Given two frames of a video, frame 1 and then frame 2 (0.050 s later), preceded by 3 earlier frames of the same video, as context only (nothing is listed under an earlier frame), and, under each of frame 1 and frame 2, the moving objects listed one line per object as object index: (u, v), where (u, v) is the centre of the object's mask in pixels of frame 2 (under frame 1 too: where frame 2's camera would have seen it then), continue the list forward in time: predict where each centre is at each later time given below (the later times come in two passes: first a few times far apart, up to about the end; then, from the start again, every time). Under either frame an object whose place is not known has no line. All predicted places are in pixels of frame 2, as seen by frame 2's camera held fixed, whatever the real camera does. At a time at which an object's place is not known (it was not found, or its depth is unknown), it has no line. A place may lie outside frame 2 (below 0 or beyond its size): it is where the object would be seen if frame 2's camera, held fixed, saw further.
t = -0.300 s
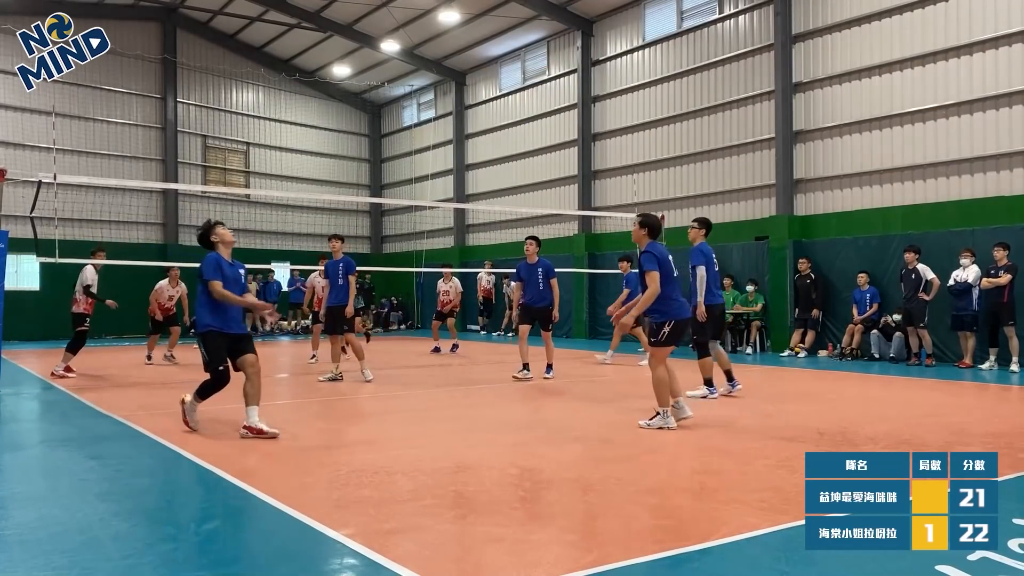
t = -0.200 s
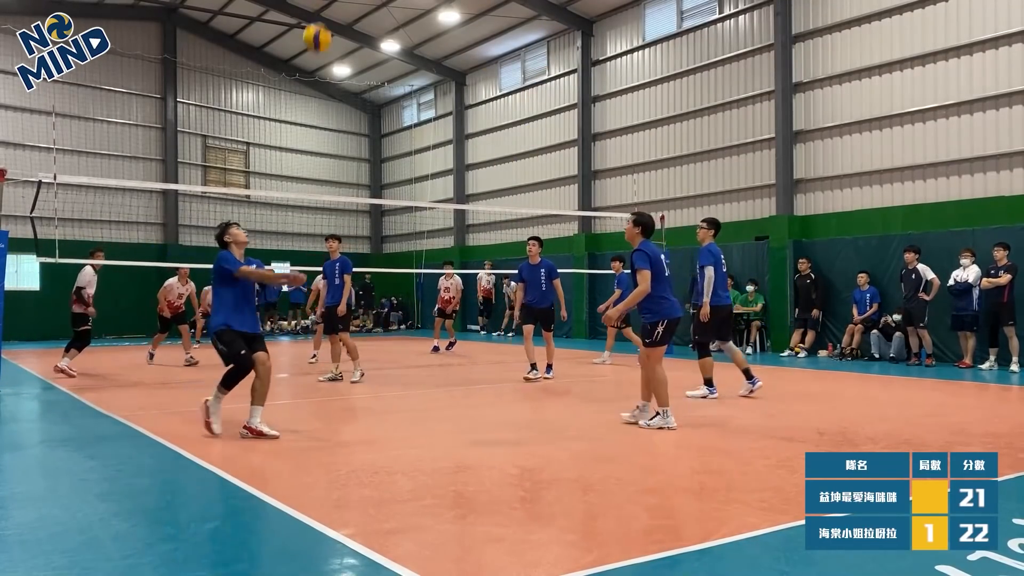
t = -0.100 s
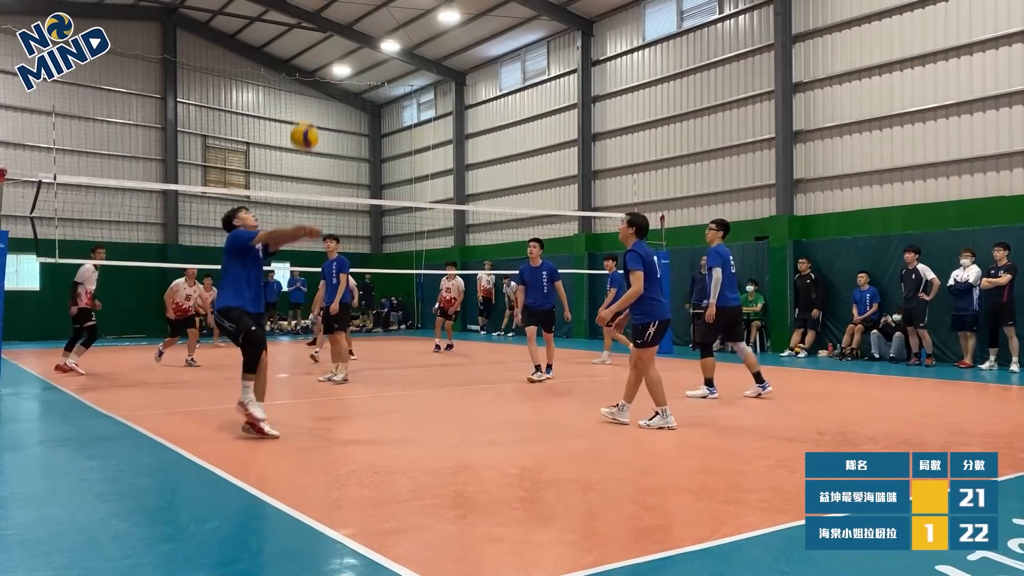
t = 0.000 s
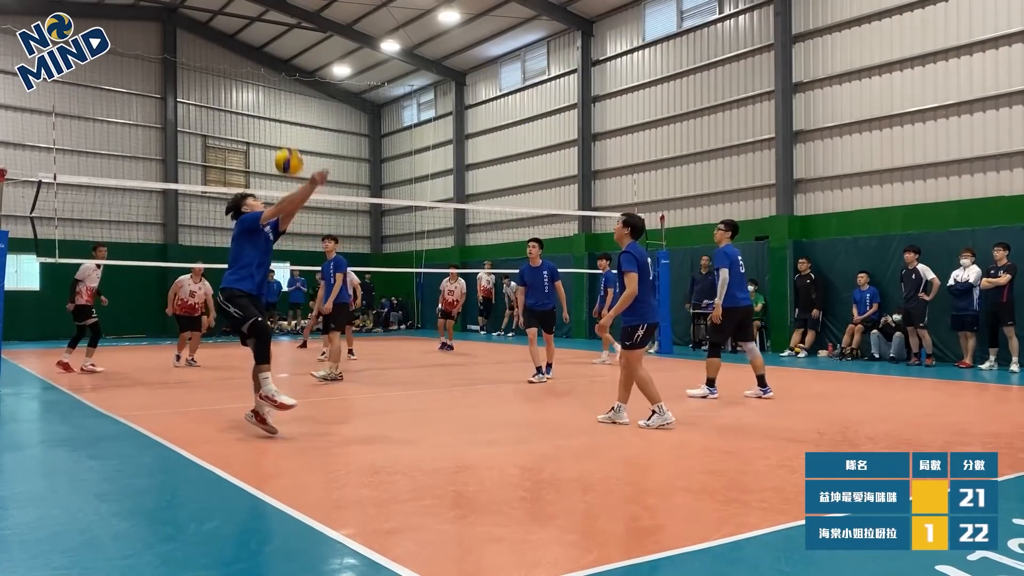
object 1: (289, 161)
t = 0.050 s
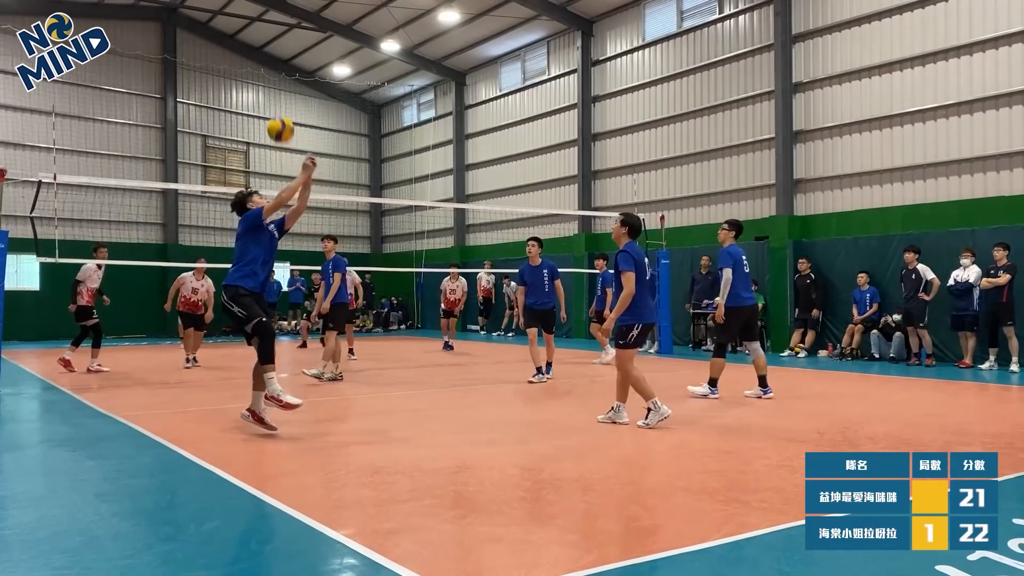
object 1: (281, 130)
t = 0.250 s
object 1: (253, 47)
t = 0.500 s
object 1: (226, 23)
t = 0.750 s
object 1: (204, 58)
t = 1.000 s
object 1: (186, 136)
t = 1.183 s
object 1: (174, 212)
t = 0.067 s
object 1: (278, 120)
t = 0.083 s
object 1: (275, 110)
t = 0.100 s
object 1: (273, 102)
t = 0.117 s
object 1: (271, 94)
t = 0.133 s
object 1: (268, 86)
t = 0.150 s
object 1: (266, 79)
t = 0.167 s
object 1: (264, 72)
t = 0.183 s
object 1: (262, 66)
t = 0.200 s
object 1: (259, 60)
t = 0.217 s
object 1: (257, 56)
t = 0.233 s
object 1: (255, 51)
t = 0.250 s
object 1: (253, 47)
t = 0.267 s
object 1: (251, 43)
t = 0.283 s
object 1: (249, 39)
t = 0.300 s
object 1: (247, 36)
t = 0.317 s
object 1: (245, 33)
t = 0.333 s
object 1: (243, 30)
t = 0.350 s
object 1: (241, 29)
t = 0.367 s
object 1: (240, 27)
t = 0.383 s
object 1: (238, 25)
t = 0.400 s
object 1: (236, 23)
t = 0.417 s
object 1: (234, 23)
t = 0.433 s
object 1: (233, 23)
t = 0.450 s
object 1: (231, 22)
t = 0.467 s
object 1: (229, 22)
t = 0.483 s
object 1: (228, 23)
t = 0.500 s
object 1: (226, 23)
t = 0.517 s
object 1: (224, 24)
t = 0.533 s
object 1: (223, 25)
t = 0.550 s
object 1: (221, 26)
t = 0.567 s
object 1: (220, 27)
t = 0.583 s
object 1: (218, 29)
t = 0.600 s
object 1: (217, 31)
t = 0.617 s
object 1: (215, 33)
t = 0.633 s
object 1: (214, 35)
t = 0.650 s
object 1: (212, 38)
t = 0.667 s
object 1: (211, 41)
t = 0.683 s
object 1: (210, 44)
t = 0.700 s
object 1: (208, 47)
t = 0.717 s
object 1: (207, 51)
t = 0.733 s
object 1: (205, 54)
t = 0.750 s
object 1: (204, 58)
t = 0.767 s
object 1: (203, 62)
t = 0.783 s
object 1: (201, 66)
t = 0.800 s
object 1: (200, 70)
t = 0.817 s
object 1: (199, 75)
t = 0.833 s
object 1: (197, 80)
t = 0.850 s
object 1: (196, 85)
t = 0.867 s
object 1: (195, 90)
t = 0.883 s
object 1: (194, 94)
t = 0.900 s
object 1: (192, 100)
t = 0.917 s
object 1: (191, 106)
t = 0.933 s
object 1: (190, 112)
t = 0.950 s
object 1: (189, 117)
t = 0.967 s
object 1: (188, 123)
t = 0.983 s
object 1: (187, 129)
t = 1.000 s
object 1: (186, 136)
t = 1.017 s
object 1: (185, 142)
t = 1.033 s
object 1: (183, 147)
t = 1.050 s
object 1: (182, 155)
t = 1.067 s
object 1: (181, 162)
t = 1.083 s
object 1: (180, 168)
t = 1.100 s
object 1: (179, 175)
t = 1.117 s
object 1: (178, 179)
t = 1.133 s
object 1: (178, 192)
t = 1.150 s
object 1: (176, 197)
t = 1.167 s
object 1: (175, 205)
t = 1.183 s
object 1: (174, 212)
